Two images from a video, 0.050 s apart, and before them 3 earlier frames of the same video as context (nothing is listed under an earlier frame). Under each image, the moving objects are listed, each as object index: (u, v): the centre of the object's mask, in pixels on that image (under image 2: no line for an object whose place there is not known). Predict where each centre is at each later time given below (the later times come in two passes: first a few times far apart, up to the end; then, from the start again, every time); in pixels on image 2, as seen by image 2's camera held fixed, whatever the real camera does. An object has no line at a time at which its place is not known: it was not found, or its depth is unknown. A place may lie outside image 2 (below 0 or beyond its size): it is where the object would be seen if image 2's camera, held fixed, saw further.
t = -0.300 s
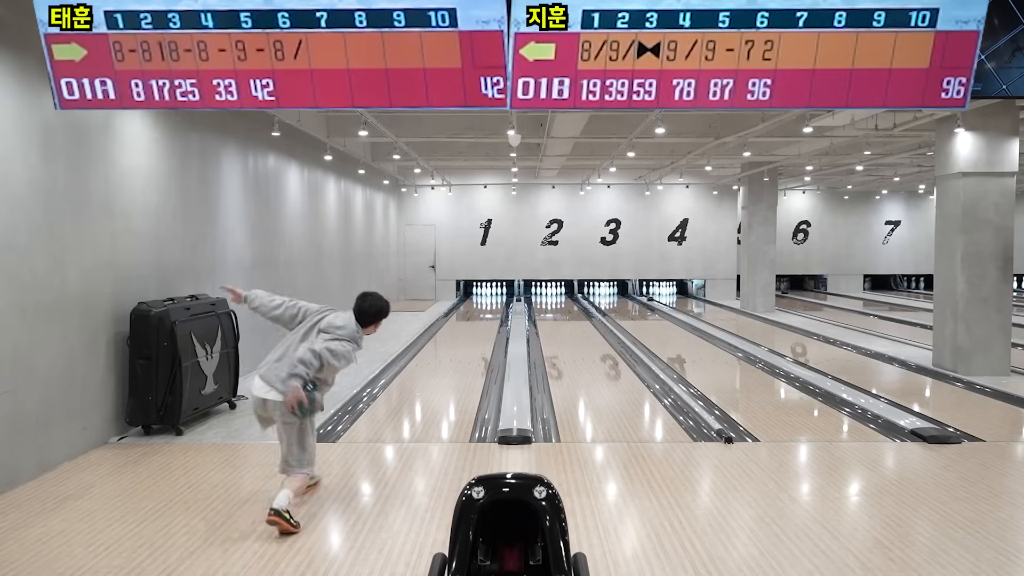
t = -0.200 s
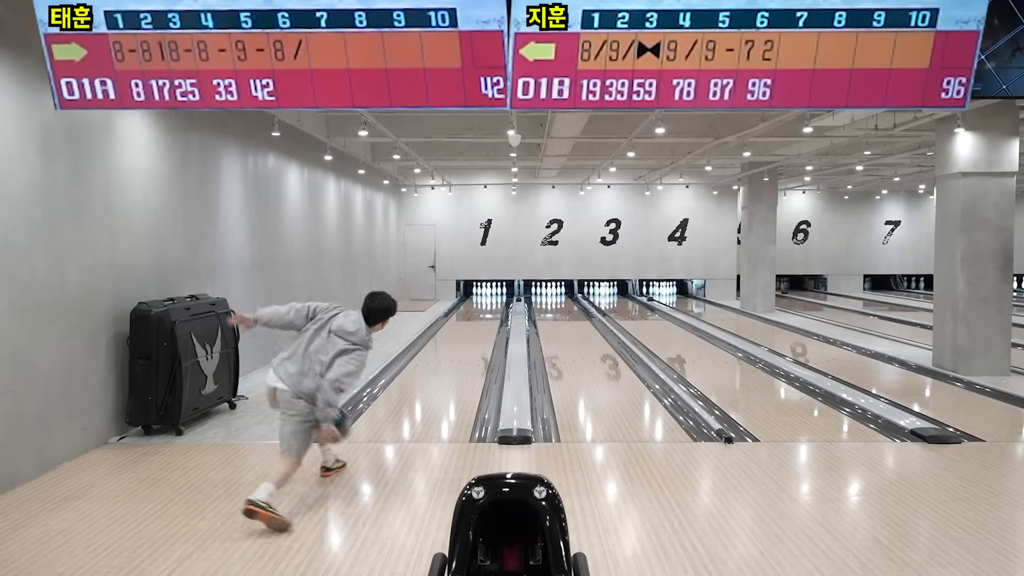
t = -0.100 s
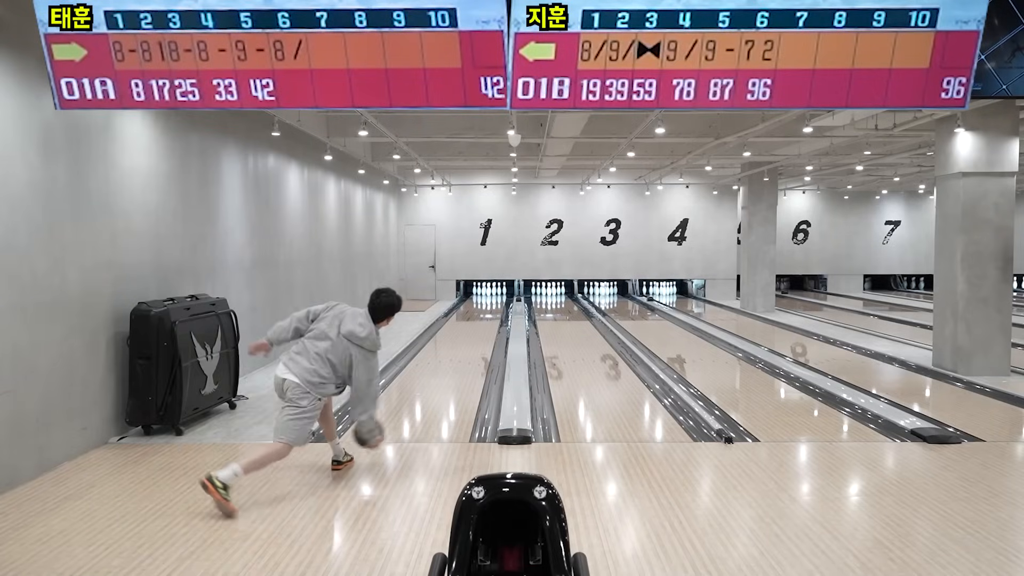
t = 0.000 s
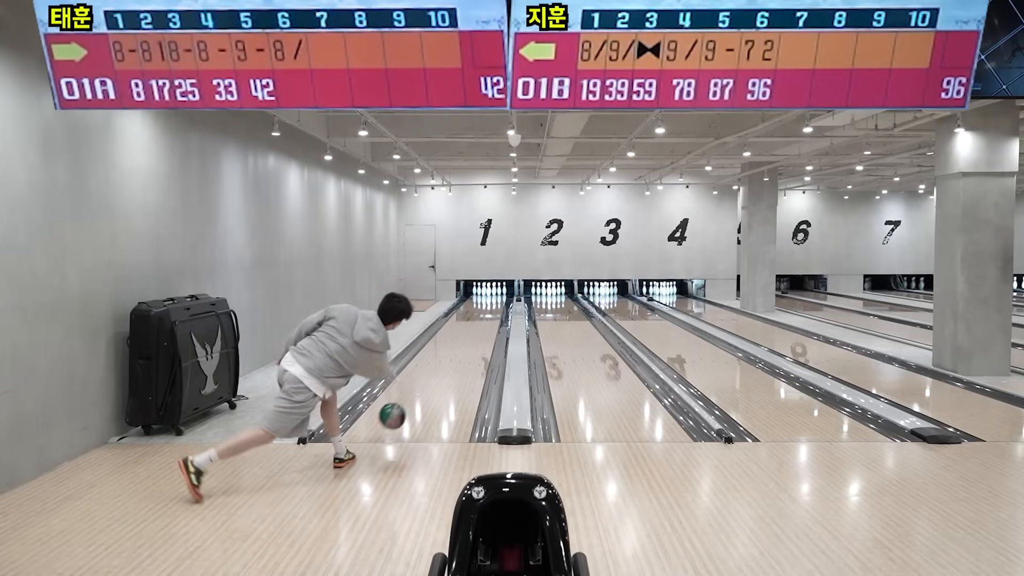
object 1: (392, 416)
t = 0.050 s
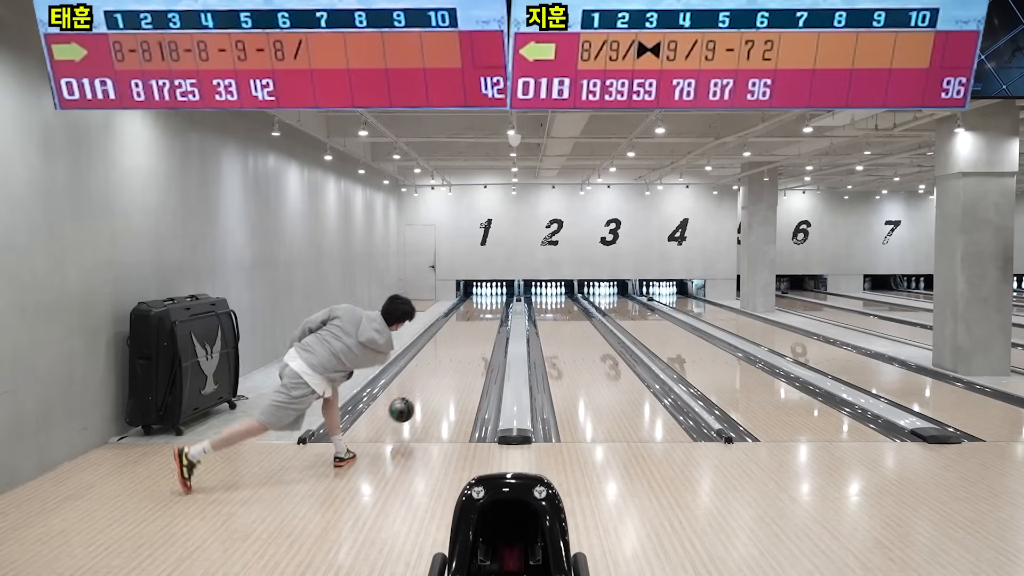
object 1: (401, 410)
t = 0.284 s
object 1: (433, 383)
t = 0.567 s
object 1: (456, 355)
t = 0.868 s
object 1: (471, 335)
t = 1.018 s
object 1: (476, 328)
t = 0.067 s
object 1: (404, 408)
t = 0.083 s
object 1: (407, 408)
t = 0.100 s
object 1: (409, 407)
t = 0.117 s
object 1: (412, 407)
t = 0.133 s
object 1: (415, 405)
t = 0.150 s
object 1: (417, 401)
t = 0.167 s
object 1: (419, 399)
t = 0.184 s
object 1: (421, 396)
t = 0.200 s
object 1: (423, 394)
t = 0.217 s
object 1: (425, 392)
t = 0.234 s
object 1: (427, 389)
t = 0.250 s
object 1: (429, 387)
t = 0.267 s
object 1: (431, 385)
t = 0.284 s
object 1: (433, 383)
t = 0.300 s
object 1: (435, 381)
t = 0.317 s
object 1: (436, 379)
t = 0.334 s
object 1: (438, 377)
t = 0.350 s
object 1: (439, 375)
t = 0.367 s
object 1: (441, 373)
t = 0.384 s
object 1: (442, 371)
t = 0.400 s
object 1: (444, 370)
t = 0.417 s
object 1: (445, 368)
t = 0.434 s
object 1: (447, 366)
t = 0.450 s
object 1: (448, 365)
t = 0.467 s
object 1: (449, 363)
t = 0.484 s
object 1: (450, 362)
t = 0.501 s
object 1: (452, 360)
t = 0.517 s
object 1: (453, 359)
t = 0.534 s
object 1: (454, 357)
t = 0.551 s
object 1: (455, 356)
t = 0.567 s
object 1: (456, 355)
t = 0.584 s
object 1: (457, 353)
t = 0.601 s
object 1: (458, 352)
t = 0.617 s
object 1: (459, 351)
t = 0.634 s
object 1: (460, 350)
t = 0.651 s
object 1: (461, 348)
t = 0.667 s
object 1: (462, 347)
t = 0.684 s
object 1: (463, 346)
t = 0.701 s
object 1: (464, 345)
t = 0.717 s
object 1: (464, 344)
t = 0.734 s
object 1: (465, 343)
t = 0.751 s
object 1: (466, 342)
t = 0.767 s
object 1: (467, 341)
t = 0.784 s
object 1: (468, 340)
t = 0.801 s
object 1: (468, 339)
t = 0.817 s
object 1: (469, 338)
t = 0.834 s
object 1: (470, 337)
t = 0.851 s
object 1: (471, 336)
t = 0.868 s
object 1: (471, 335)
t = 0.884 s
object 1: (472, 334)
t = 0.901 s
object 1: (472, 333)
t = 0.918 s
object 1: (473, 333)
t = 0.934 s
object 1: (474, 332)
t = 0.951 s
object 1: (474, 331)
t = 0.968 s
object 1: (475, 330)
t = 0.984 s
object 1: (475, 330)
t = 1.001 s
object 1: (476, 329)
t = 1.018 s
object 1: (476, 328)
